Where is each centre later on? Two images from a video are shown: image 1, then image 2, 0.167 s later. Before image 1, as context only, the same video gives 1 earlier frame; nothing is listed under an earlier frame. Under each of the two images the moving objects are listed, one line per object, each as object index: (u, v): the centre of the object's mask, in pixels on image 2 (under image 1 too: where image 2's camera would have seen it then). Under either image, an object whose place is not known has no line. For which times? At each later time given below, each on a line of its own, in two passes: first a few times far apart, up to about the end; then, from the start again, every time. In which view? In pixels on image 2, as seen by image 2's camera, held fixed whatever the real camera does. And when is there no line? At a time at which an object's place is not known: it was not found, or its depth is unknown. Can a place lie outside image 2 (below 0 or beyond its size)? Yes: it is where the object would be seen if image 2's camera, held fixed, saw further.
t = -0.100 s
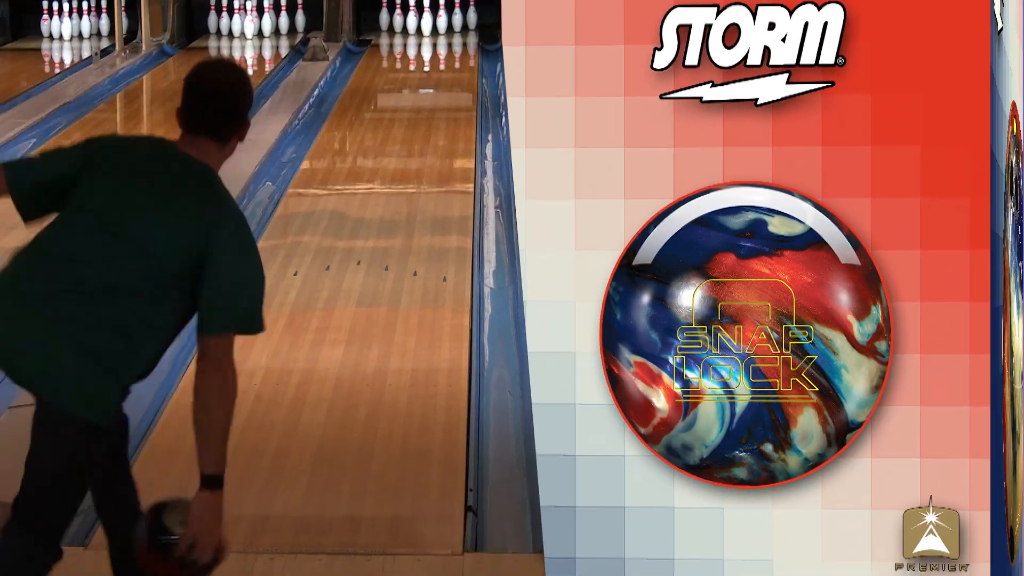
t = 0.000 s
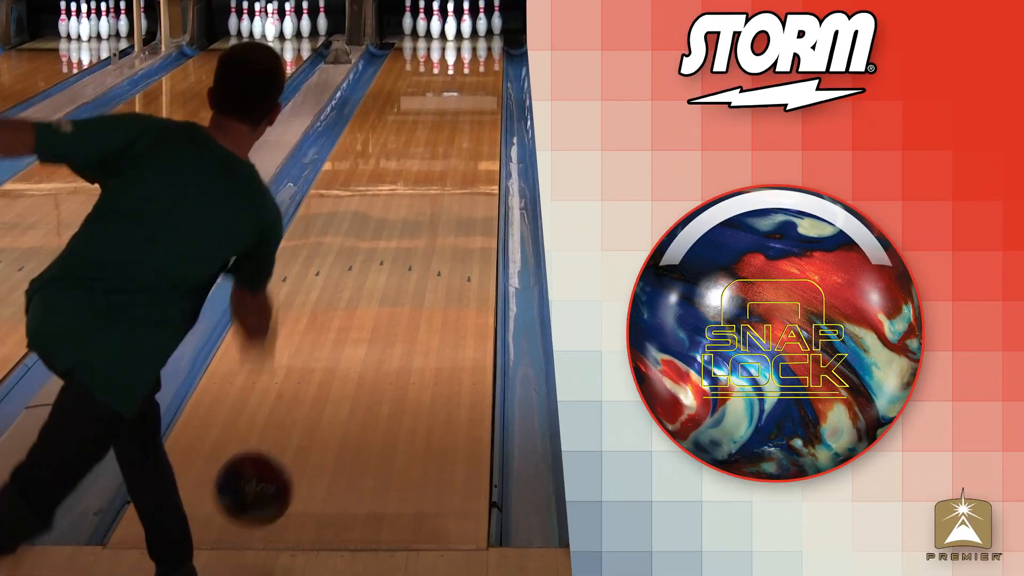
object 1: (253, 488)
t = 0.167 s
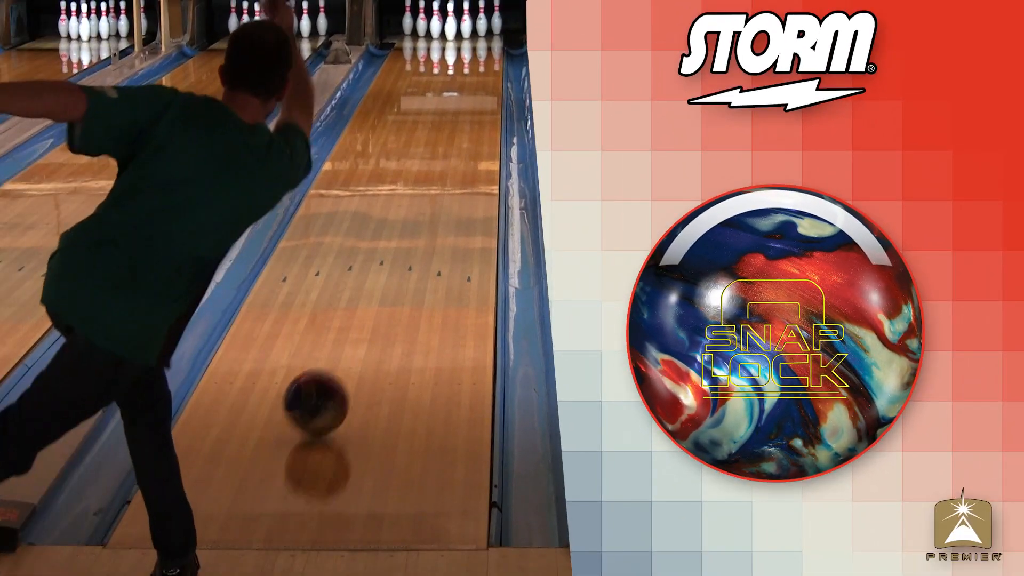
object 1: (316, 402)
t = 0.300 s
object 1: (352, 338)
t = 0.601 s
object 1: (406, 235)
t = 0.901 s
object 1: (440, 167)
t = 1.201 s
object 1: (462, 121)
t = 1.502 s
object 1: (476, 87)
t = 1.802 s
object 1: (480, 59)
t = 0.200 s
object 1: (326, 386)
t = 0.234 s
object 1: (336, 369)
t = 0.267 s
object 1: (344, 353)
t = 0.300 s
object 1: (352, 338)
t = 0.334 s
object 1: (359, 324)
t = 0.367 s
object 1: (367, 311)
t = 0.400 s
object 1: (373, 298)
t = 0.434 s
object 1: (379, 285)
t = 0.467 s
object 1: (385, 274)
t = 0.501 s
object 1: (391, 263)
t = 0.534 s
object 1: (397, 254)
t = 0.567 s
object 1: (402, 244)
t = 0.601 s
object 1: (406, 235)
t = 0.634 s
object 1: (411, 227)
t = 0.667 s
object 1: (415, 220)
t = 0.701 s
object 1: (420, 211)
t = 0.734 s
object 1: (423, 202)
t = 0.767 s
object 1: (427, 195)
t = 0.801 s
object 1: (431, 187)
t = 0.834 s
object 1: (434, 180)
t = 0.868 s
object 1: (437, 173)
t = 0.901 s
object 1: (440, 167)
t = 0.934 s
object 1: (443, 162)
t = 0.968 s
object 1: (446, 155)
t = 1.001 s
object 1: (449, 150)
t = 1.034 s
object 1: (452, 144)
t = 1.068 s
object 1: (454, 140)
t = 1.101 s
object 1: (456, 135)
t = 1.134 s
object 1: (458, 129)
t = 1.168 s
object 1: (461, 125)
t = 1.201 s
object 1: (462, 121)
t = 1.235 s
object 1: (464, 116)
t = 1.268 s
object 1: (466, 112)
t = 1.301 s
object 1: (468, 108)
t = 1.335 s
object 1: (470, 104)
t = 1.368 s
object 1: (471, 100)
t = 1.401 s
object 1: (472, 97)
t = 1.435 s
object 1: (474, 93)
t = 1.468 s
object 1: (475, 90)
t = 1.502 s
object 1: (476, 87)
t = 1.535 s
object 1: (478, 83)
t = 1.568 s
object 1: (478, 80)
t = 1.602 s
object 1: (479, 77)
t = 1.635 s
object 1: (480, 74)
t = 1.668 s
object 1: (480, 71)
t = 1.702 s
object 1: (480, 68)
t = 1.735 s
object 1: (481, 65)
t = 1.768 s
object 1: (481, 62)
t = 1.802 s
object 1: (480, 59)
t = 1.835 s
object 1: (480, 57)
